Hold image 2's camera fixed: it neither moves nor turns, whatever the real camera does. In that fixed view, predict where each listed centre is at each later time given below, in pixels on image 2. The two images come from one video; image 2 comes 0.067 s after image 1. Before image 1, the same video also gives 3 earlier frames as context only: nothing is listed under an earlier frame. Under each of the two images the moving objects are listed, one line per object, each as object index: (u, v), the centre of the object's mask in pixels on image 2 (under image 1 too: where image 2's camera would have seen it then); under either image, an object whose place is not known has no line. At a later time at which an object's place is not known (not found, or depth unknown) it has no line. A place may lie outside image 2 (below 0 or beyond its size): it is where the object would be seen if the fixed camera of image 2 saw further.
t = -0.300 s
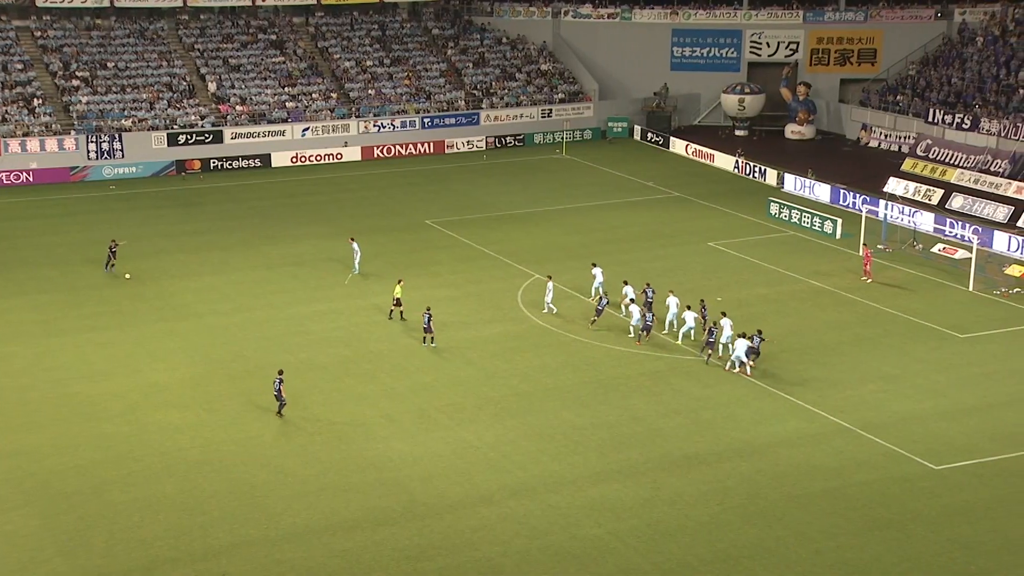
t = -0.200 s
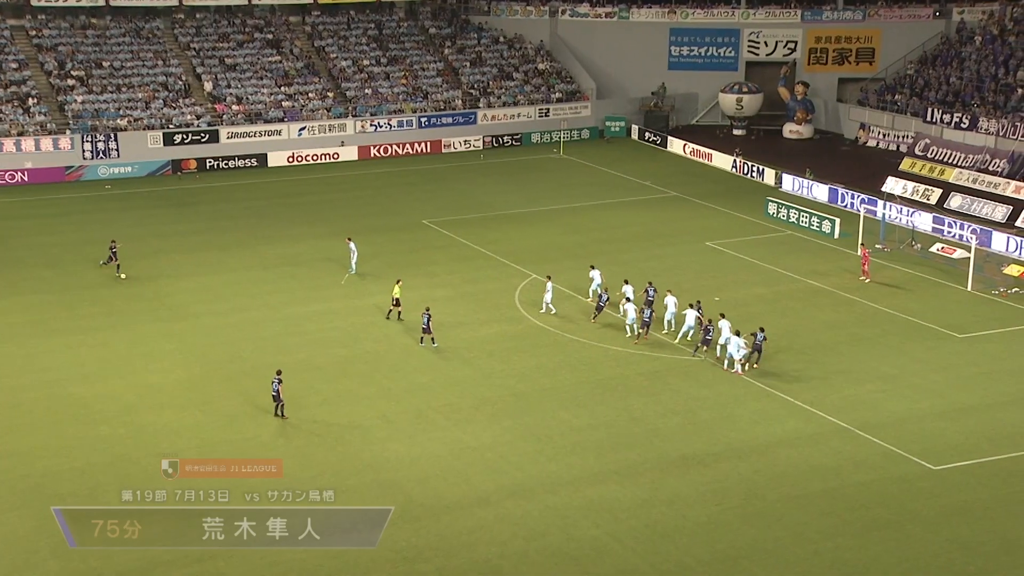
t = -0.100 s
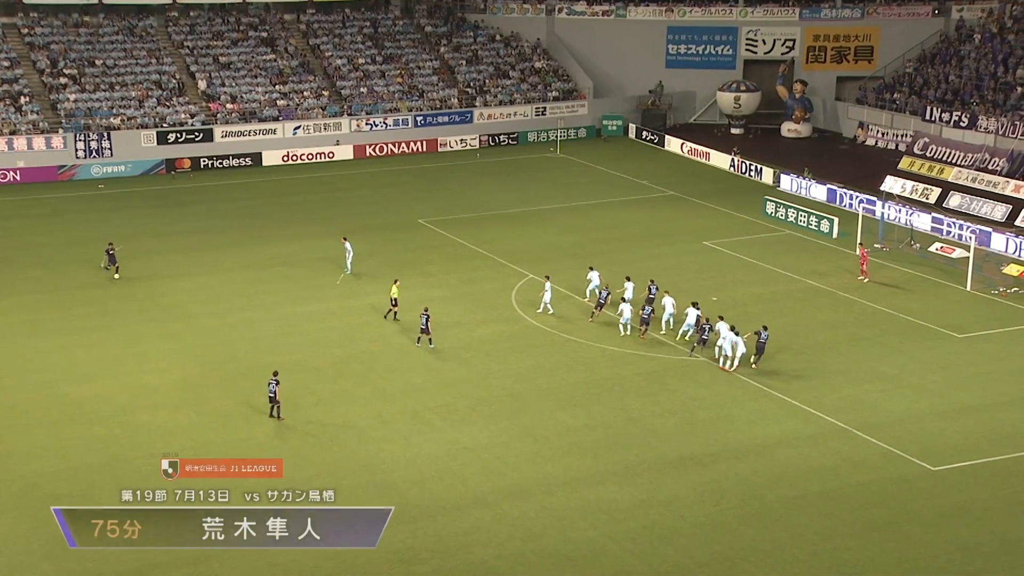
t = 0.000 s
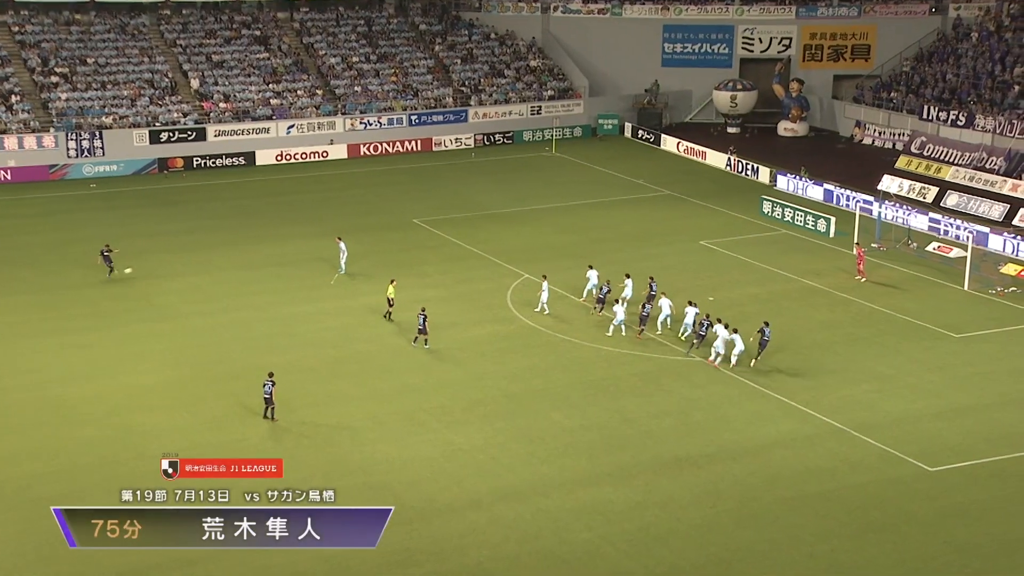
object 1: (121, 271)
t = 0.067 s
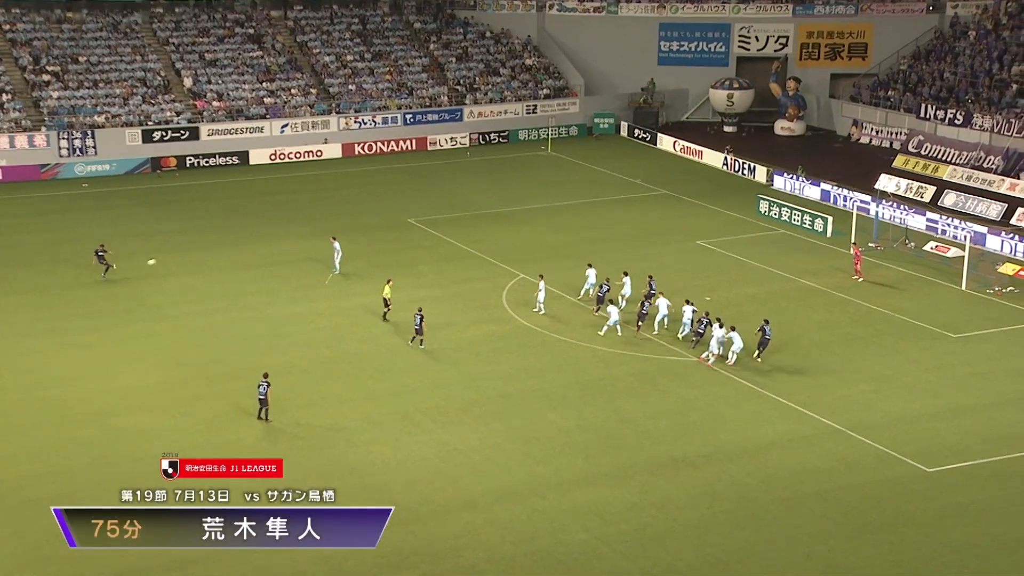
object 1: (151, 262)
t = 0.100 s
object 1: (166, 258)
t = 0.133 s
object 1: (181, 253)
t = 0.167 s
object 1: (195, 250)
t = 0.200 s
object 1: (209, 245)
